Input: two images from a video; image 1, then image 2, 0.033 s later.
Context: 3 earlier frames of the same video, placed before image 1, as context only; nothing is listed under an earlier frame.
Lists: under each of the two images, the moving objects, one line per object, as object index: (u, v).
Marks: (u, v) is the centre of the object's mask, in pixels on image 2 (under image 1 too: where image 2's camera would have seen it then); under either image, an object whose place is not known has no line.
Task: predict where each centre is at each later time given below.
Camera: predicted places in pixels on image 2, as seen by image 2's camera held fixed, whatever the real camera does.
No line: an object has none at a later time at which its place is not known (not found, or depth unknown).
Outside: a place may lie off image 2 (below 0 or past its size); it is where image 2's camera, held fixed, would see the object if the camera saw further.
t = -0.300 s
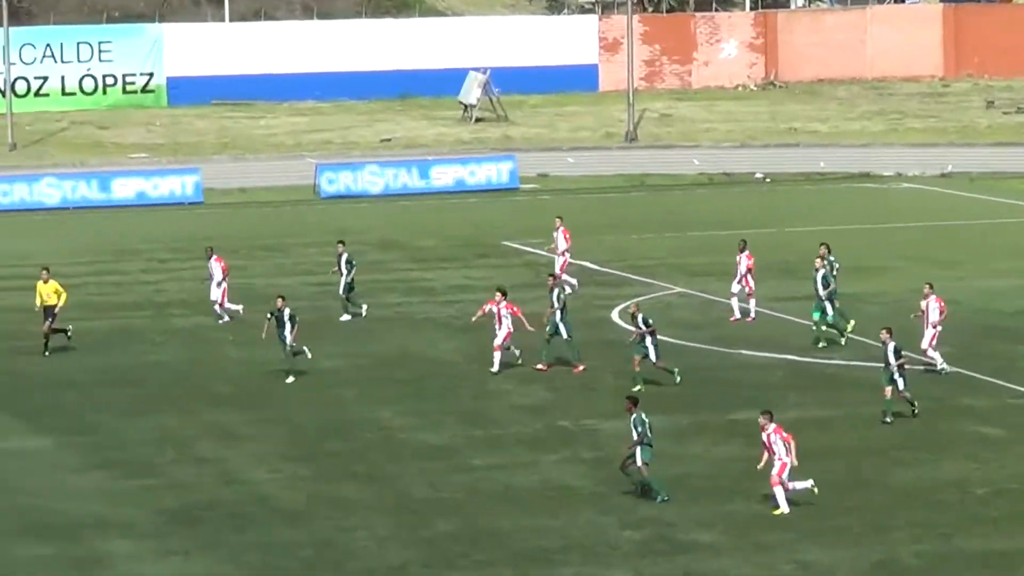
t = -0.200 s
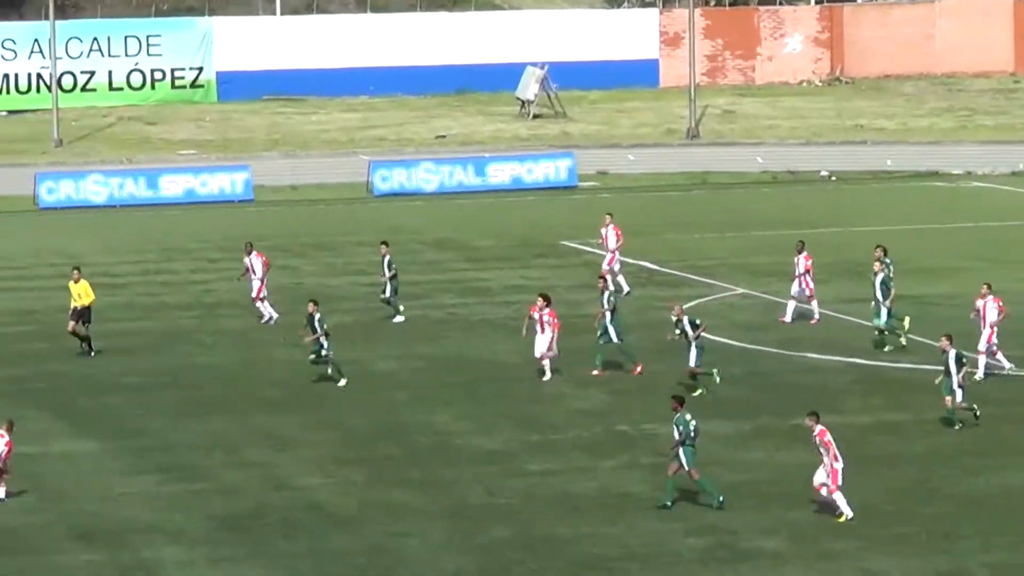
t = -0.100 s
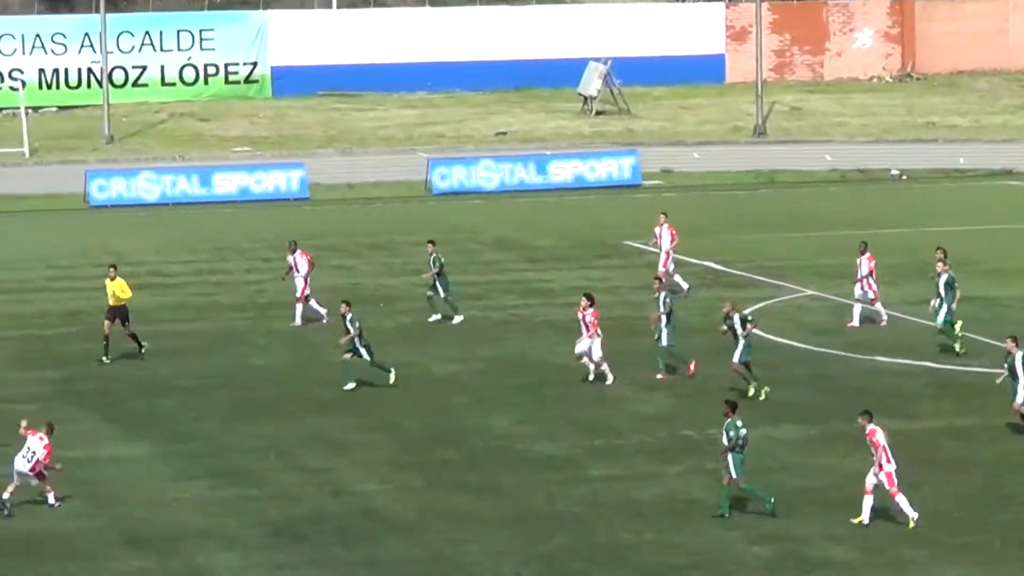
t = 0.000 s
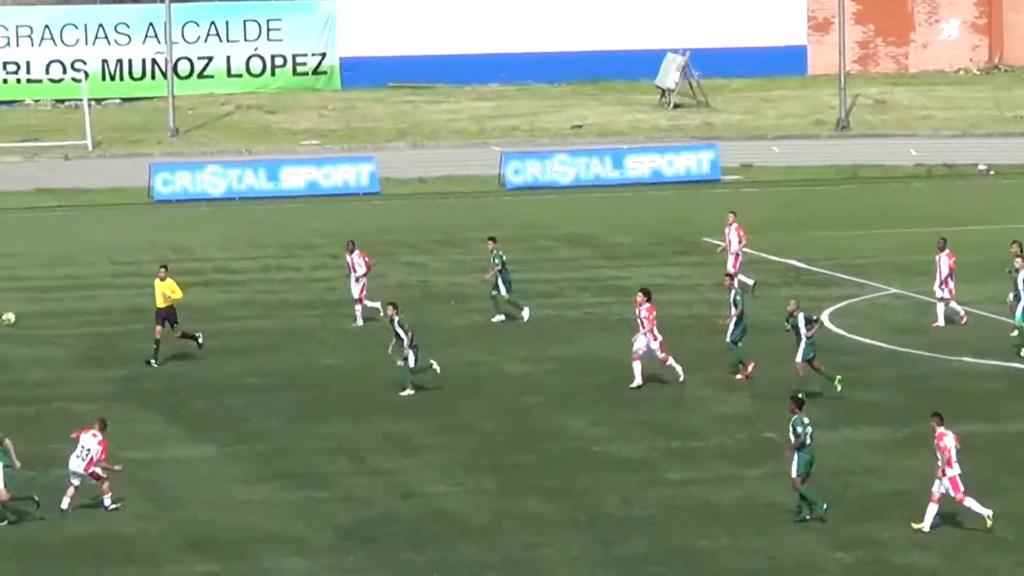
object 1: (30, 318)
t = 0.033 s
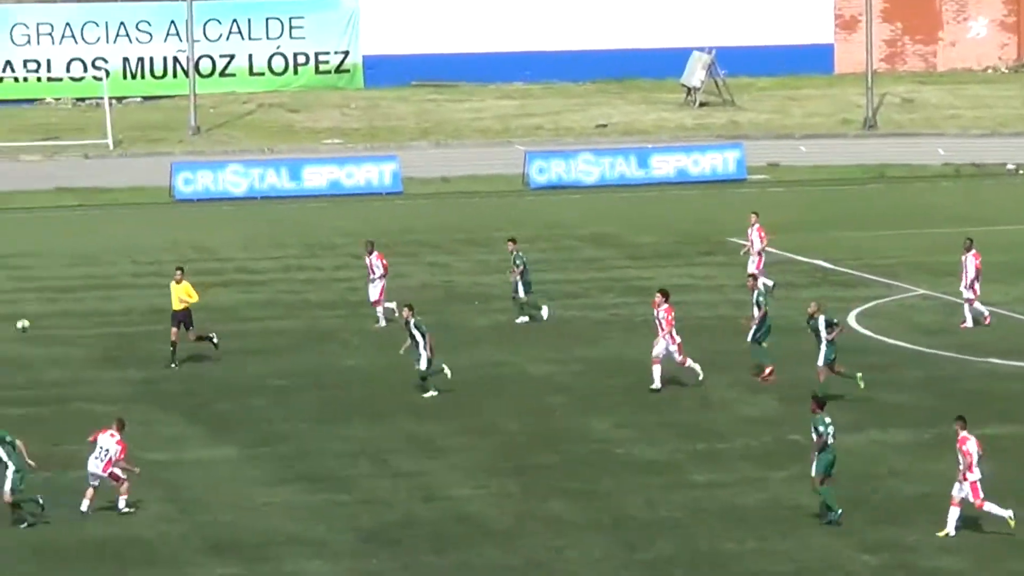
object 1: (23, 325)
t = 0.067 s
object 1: (15, 332)
